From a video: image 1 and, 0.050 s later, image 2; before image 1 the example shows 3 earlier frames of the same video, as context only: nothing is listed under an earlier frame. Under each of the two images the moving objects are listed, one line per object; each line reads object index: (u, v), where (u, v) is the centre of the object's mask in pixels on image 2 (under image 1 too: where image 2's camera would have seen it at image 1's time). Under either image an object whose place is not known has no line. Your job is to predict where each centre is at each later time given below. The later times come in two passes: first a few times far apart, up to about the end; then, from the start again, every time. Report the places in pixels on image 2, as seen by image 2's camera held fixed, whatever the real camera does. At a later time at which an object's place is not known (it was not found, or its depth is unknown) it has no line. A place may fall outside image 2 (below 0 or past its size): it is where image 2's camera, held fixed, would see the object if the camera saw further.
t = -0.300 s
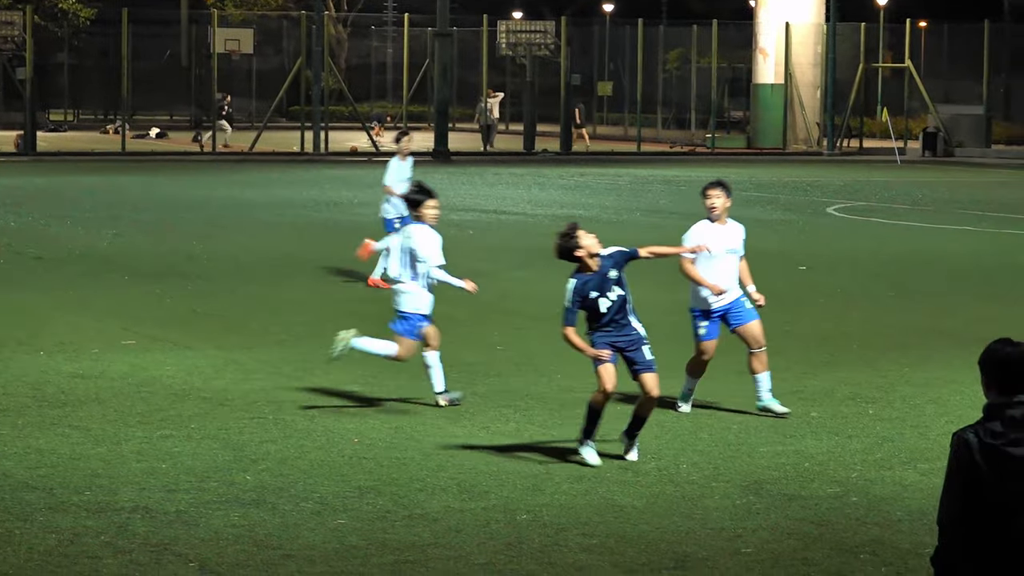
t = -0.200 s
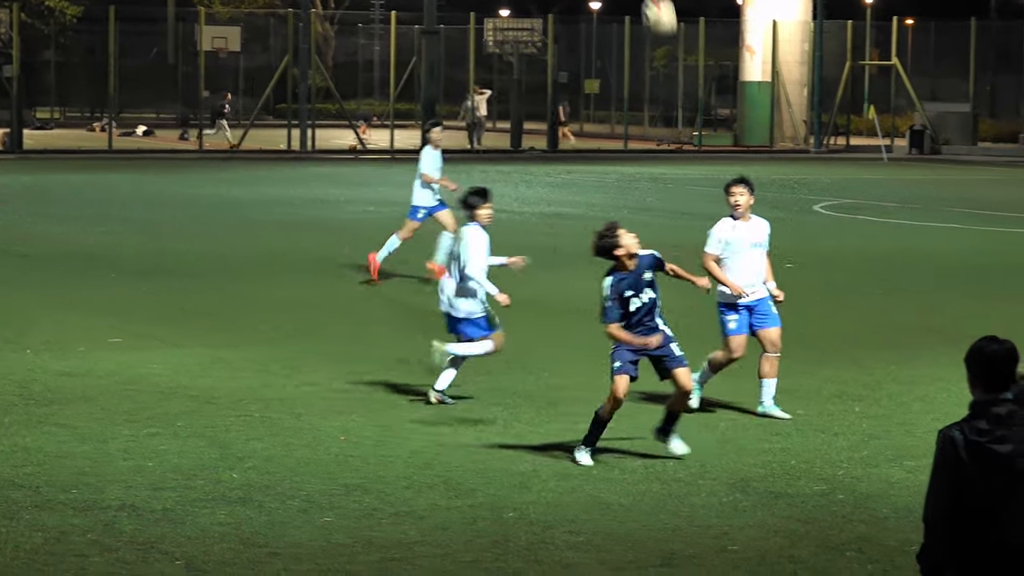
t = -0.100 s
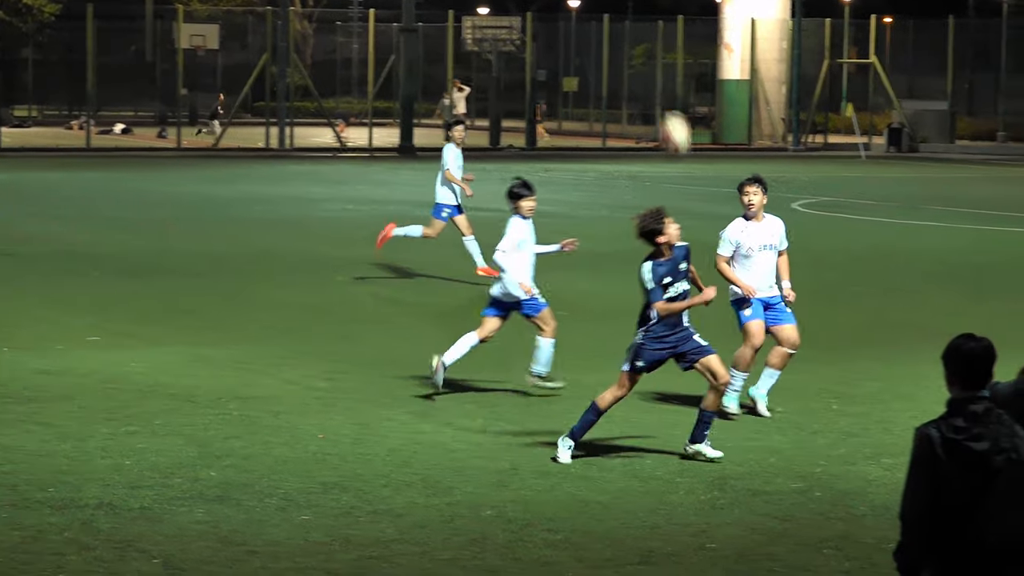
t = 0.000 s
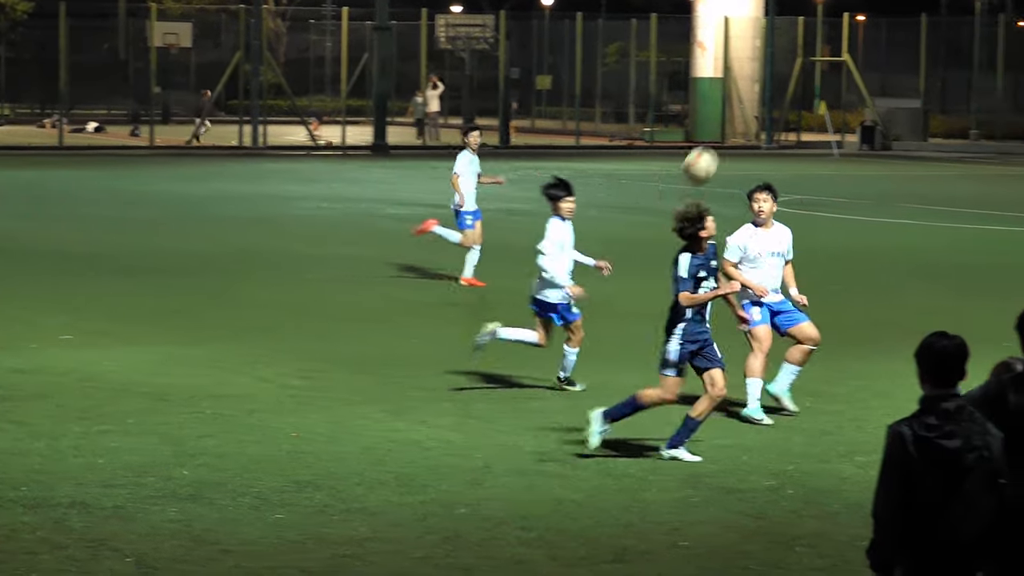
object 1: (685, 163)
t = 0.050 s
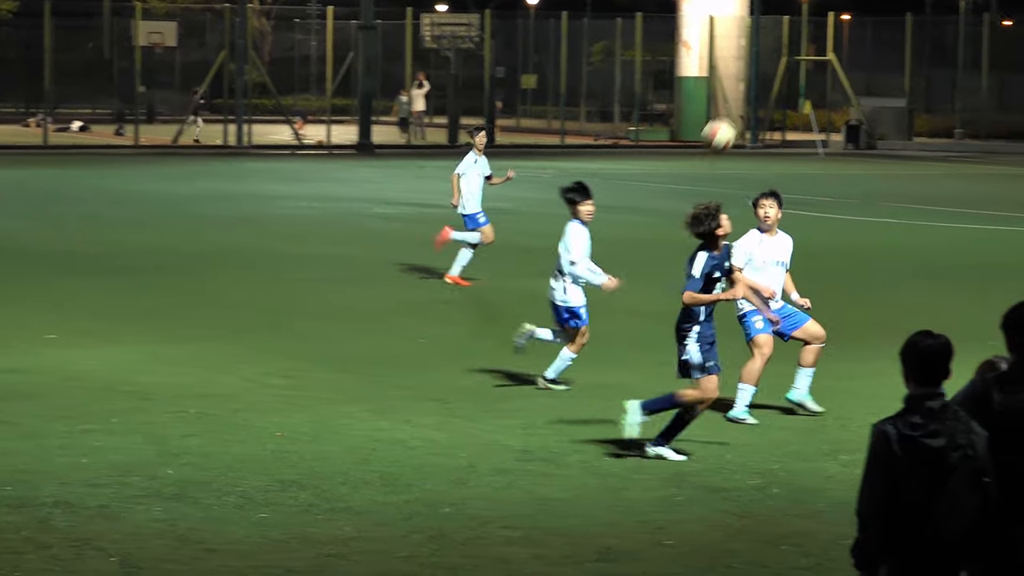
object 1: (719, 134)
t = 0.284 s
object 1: (864, 55)
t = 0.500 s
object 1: (982, 60)
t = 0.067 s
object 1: (729, 126)
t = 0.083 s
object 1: (742, 116)
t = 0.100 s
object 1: (752, 109)
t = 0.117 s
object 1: (762, 102)
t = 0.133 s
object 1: (773, 95)
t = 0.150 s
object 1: (783, 88)
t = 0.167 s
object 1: (794, 83)
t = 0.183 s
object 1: (804, 77)
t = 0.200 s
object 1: (814, 73)
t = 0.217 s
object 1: (824, 68)
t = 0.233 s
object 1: (834, 65)
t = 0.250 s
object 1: (844, 61)
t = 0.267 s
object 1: (854, 58)
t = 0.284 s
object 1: (864, 55)
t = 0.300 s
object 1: (873, 53)
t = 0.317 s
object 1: (883, 51)
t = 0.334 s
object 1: (892, 52)
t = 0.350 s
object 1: (901, 51)
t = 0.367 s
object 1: (910, 50)
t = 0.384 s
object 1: (920, 50)
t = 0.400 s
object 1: (929, 50)
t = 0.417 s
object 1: (938, 51)
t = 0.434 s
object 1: (947, 52)
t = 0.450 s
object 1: (956, 54)
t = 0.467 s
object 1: (964, 55)
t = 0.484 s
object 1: (973, 57)
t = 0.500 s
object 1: (982, 60)
